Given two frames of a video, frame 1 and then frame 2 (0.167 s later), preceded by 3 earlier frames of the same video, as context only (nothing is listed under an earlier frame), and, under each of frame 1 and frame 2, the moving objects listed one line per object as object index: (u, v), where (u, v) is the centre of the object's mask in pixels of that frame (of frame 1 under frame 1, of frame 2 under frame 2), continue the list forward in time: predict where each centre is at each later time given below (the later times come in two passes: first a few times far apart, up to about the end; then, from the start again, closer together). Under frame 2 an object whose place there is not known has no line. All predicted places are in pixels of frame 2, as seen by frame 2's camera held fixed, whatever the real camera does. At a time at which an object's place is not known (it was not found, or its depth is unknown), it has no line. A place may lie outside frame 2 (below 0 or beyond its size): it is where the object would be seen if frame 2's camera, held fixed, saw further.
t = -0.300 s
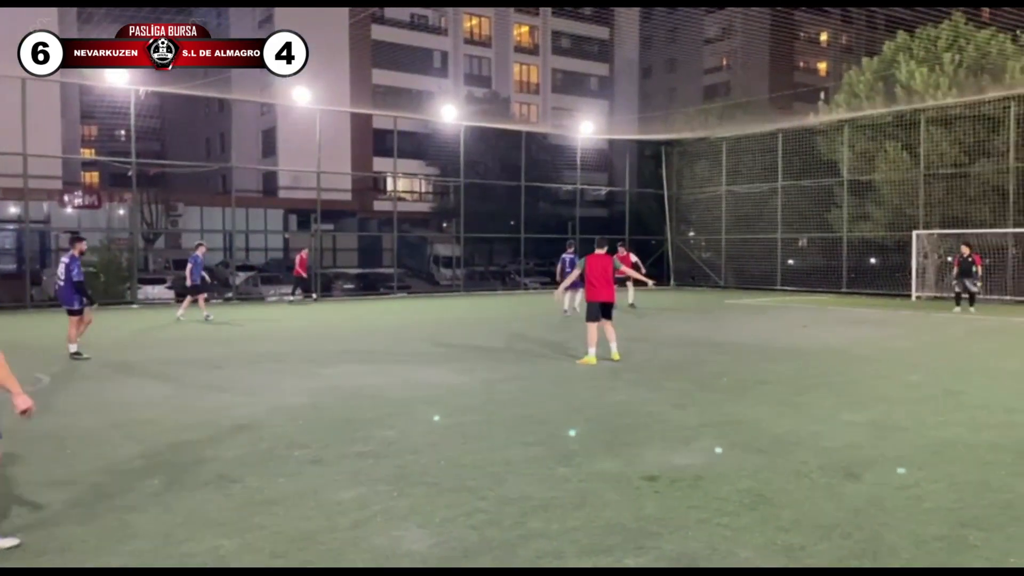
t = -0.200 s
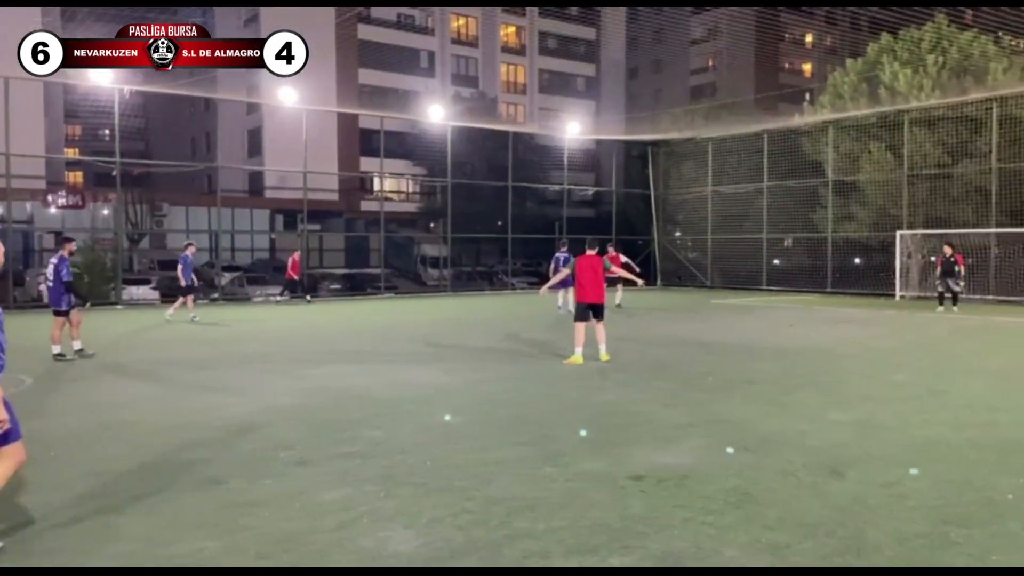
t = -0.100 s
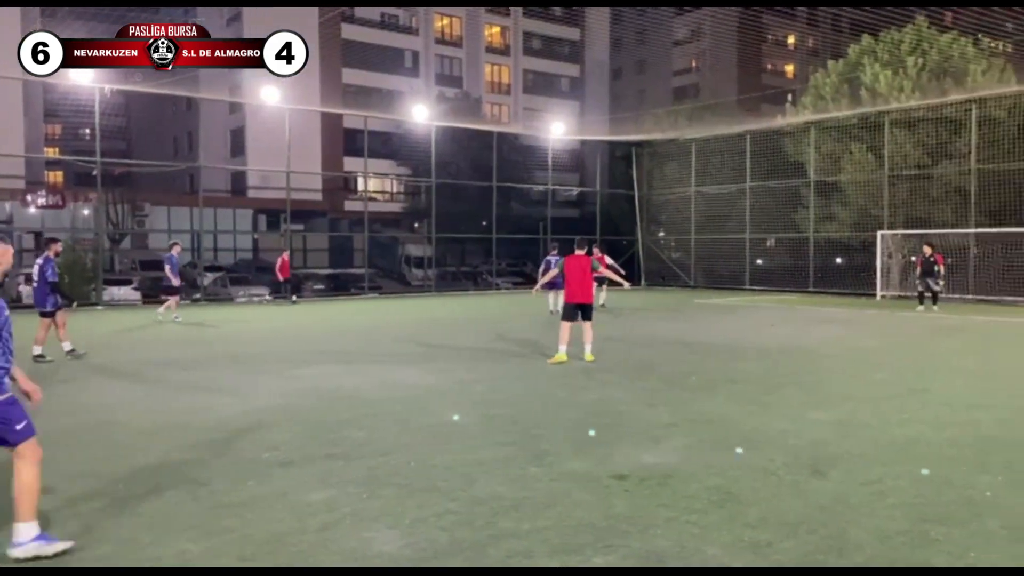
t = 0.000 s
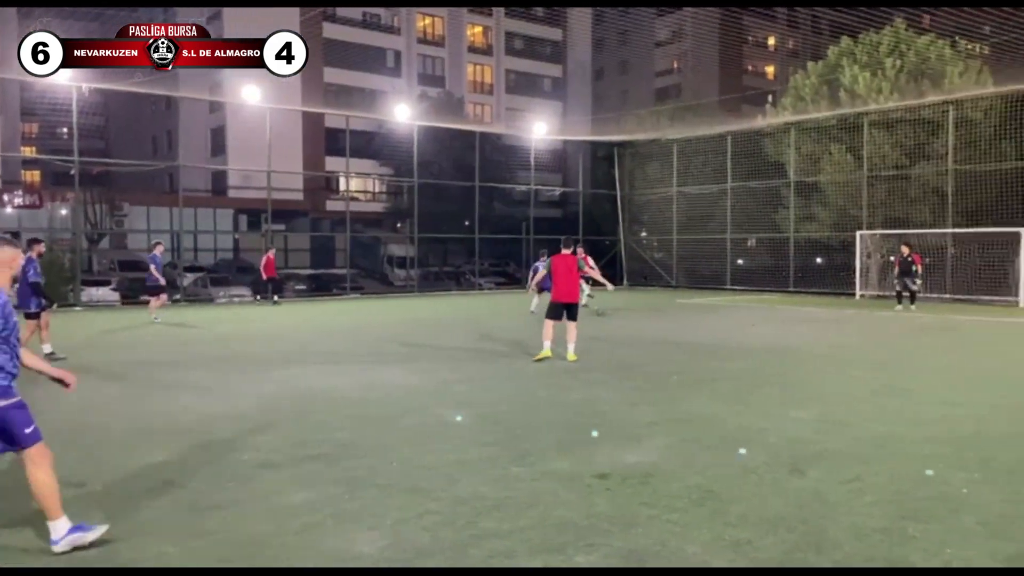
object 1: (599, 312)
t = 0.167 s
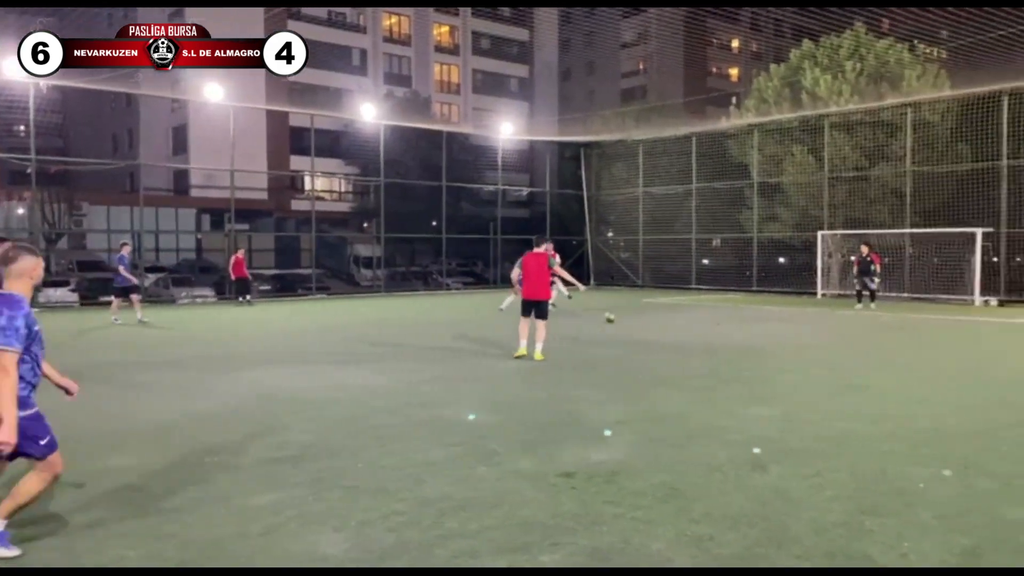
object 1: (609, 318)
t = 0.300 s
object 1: (649, 324)
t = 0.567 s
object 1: (738, 340)
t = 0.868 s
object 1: (873, 365)
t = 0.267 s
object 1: (642, 324)
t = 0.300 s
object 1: (649, 324)
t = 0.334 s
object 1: (660, 325)
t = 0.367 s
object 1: (671, 327)
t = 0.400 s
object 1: (682, 330)
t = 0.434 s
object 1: (693, 334)
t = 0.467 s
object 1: (704, 335)
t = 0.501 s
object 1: (716, 334)
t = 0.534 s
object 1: (727, 337)
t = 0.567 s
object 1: (738, 340)
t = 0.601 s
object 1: (750, 343)
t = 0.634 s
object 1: (765, 346)
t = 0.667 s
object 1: (778, 347)
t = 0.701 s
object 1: (792, 348)
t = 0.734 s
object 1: (806, 351)
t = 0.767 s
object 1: (821, 353)
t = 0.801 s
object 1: (838, 357)
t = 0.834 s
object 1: (855, 360)
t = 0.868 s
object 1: (873, 365)
